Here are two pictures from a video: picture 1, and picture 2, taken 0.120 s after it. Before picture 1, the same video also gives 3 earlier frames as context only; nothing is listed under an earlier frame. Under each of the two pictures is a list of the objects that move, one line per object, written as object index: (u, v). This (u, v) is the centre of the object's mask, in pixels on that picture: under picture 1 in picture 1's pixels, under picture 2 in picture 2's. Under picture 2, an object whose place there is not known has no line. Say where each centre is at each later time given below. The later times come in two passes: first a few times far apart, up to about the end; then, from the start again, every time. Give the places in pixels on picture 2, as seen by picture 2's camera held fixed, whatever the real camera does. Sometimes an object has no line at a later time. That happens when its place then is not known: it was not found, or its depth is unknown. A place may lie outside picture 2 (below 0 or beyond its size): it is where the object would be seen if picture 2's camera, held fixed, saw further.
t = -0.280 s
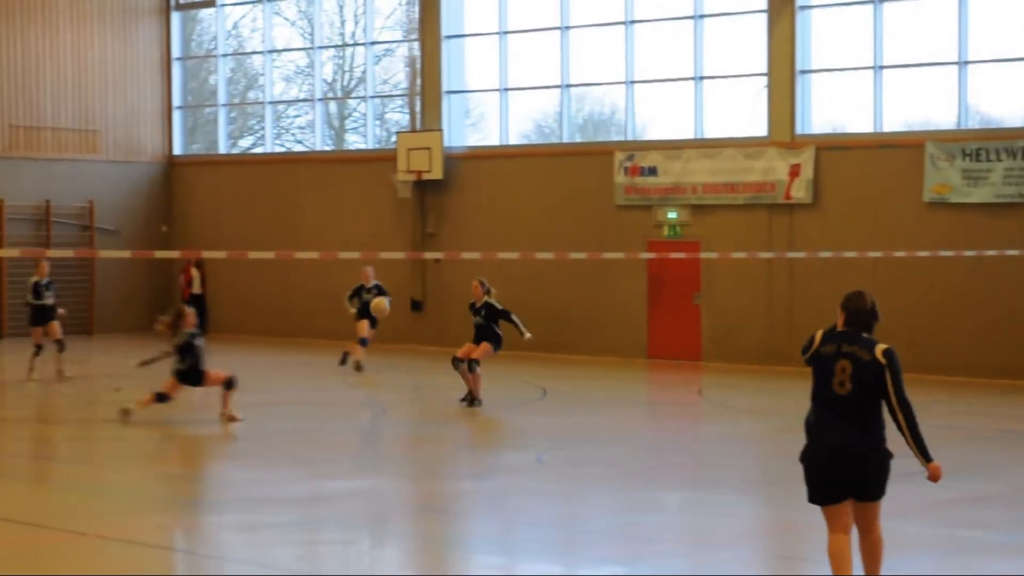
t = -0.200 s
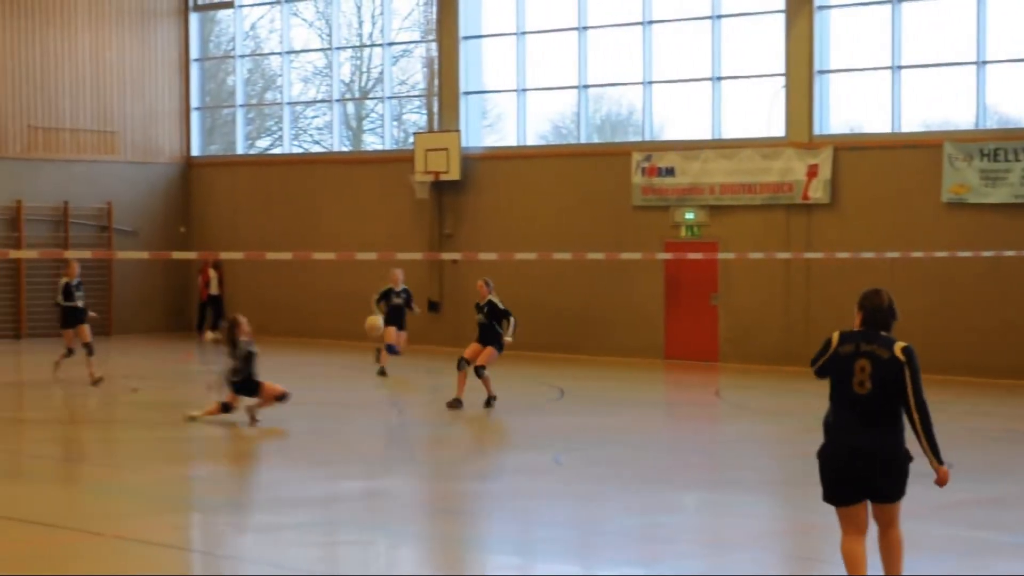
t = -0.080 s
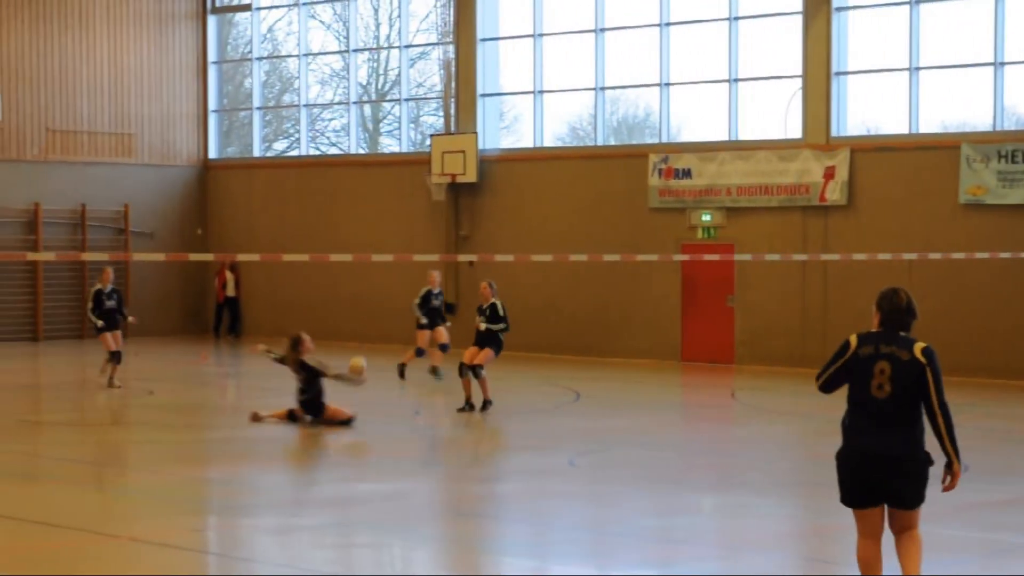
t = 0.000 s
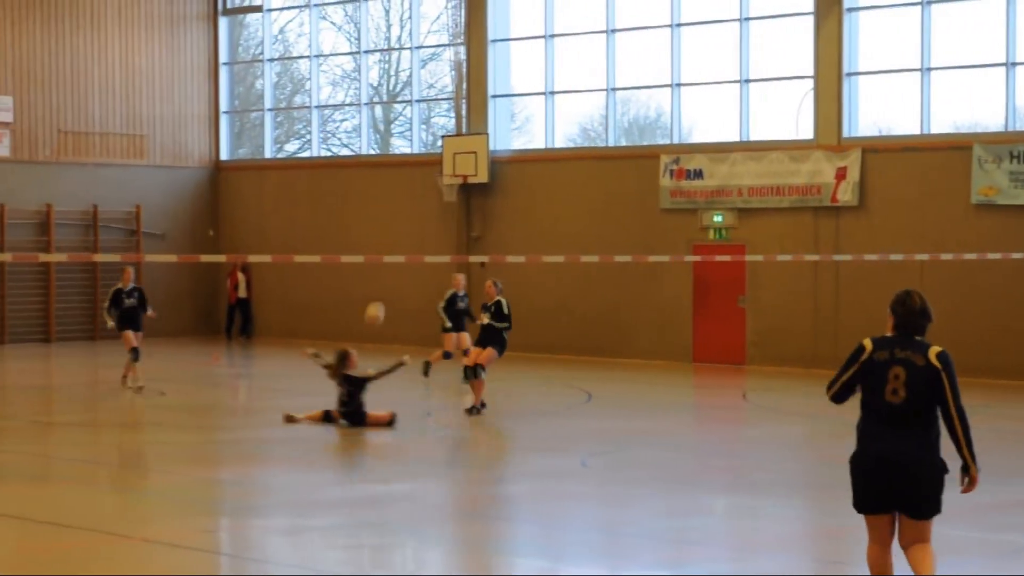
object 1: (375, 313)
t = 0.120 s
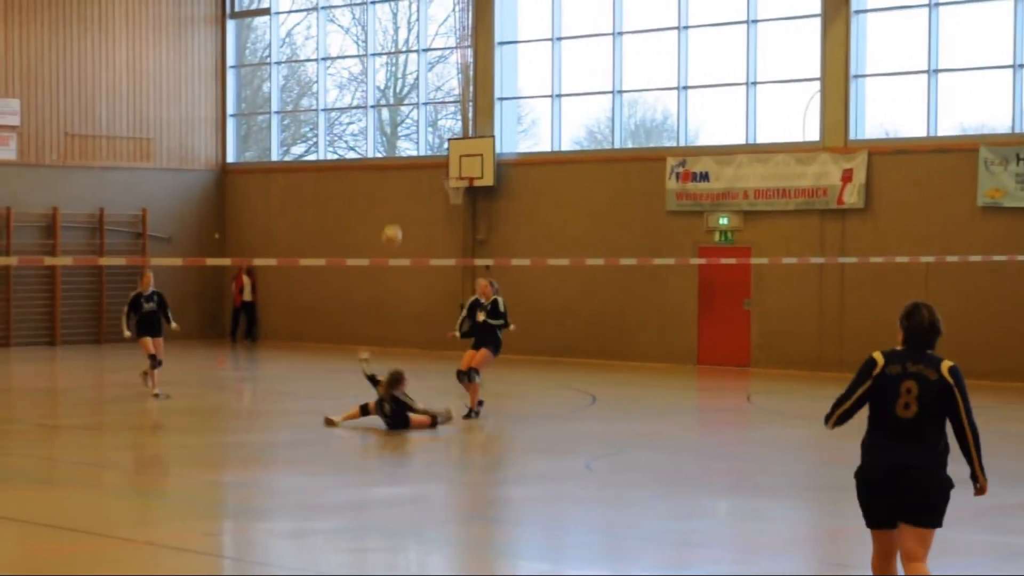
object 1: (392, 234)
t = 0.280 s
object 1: (405, 148)
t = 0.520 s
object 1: (425, 57)
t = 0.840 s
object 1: (449, 26)
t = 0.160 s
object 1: (395, 210)
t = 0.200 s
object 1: (399, 187)
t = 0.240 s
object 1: (402, 166)
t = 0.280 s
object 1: (405, 148)
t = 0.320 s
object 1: (408, 129)
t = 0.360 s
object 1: (411, 112)
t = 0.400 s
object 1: (414, 96)
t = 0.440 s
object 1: (418, 82)
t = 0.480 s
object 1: (422, 69)
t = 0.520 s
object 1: (425, 57)
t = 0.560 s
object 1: (427, 48)
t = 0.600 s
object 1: (430, 40)
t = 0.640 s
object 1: (434, 33)
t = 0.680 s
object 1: (437, 28)
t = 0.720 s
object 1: (440, 25)
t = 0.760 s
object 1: (443, 23)
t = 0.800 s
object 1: (446, 23)
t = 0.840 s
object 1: (449, 26)
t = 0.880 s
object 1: (452, 30)
